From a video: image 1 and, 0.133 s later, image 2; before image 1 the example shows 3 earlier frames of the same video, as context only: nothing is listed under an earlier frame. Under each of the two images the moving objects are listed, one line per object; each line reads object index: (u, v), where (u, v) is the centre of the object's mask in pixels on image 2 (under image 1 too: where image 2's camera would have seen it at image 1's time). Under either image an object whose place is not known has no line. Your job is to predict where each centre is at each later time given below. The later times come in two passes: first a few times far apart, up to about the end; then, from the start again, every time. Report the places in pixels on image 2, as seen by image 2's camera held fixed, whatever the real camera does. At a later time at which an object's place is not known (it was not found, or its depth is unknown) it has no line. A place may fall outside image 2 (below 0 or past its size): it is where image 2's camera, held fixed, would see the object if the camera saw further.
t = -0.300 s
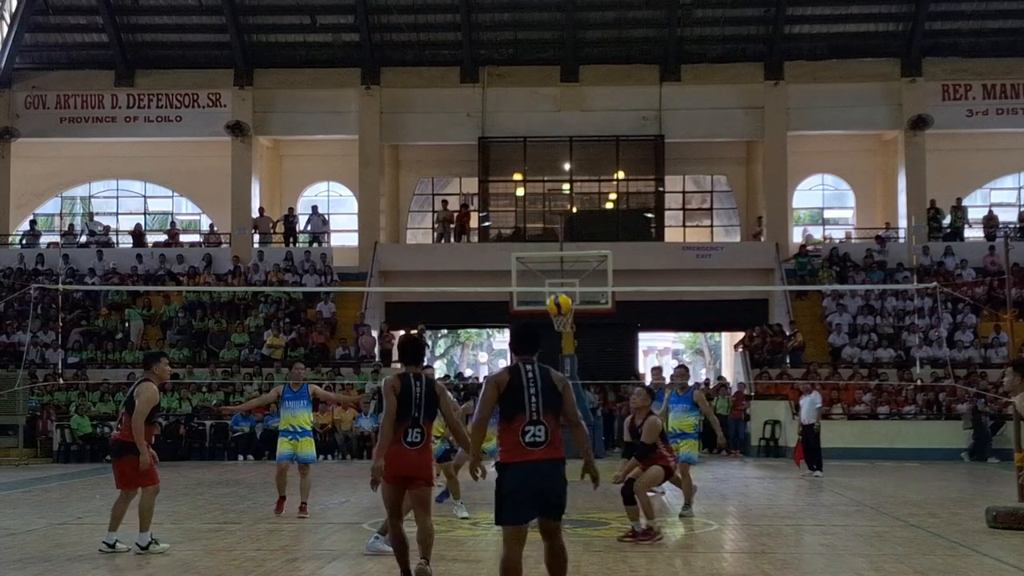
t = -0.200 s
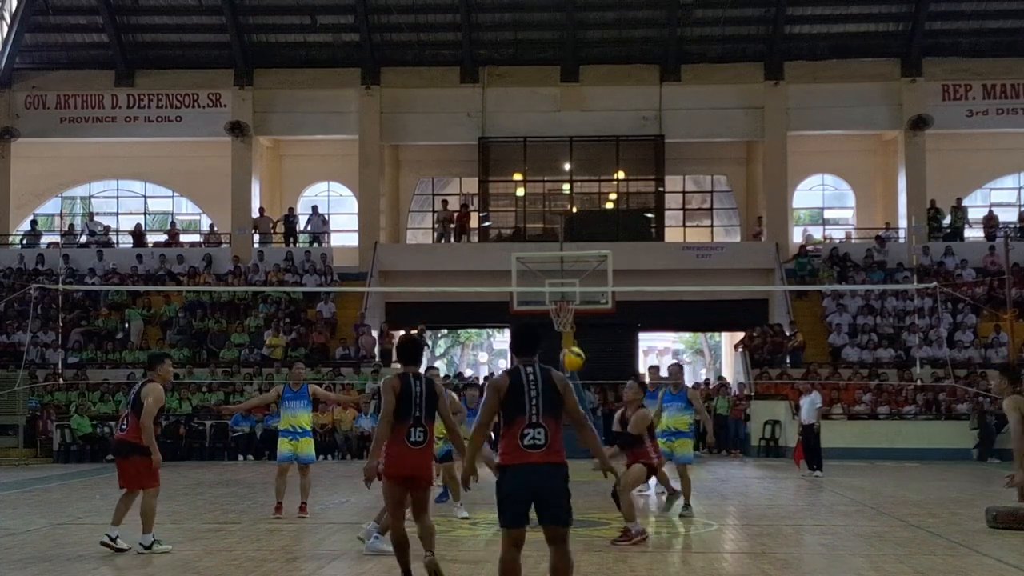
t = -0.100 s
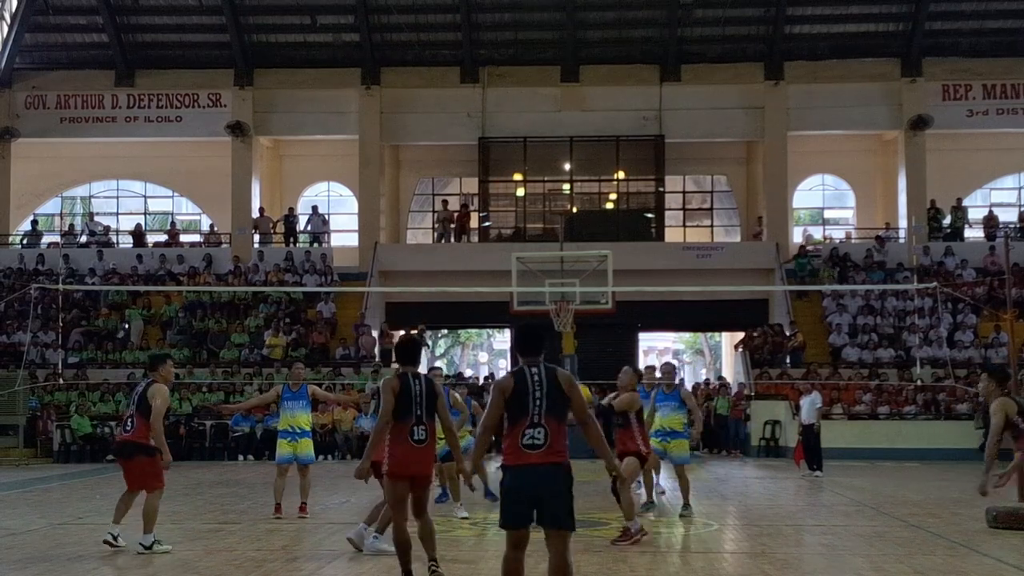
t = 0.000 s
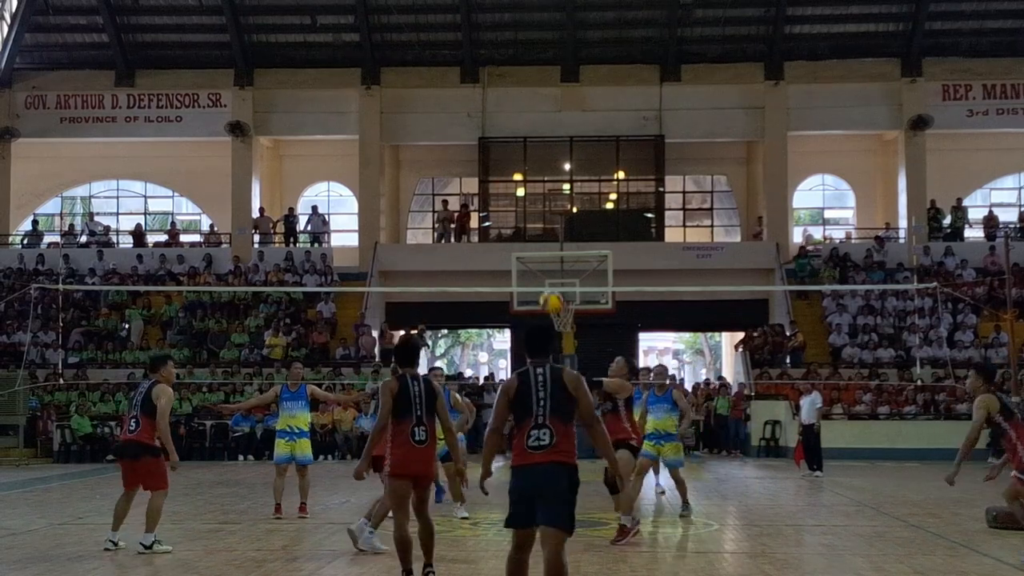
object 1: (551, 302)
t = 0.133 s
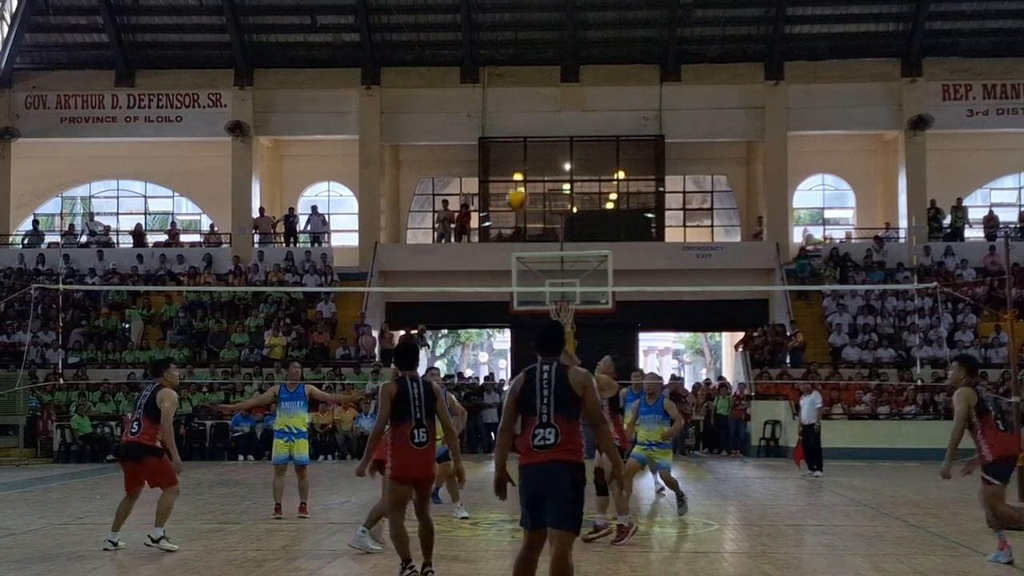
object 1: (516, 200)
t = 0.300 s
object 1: (477, 105)
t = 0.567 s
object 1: (418, 21)
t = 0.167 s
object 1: (509, 177)
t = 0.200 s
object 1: (501, 158)
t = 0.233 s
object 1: (493, 139)
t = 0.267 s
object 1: (485, 120)
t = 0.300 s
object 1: (477, 105)
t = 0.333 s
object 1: (470, 89)
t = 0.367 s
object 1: (462, 75)
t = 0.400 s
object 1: (455, 64)
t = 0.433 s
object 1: (447, 53)
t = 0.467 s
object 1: (440, 43)
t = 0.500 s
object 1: (432, 34)
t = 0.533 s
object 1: (425, 27)
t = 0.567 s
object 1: (418, 21)
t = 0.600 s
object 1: (410, 15)
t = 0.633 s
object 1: (404, 12)
